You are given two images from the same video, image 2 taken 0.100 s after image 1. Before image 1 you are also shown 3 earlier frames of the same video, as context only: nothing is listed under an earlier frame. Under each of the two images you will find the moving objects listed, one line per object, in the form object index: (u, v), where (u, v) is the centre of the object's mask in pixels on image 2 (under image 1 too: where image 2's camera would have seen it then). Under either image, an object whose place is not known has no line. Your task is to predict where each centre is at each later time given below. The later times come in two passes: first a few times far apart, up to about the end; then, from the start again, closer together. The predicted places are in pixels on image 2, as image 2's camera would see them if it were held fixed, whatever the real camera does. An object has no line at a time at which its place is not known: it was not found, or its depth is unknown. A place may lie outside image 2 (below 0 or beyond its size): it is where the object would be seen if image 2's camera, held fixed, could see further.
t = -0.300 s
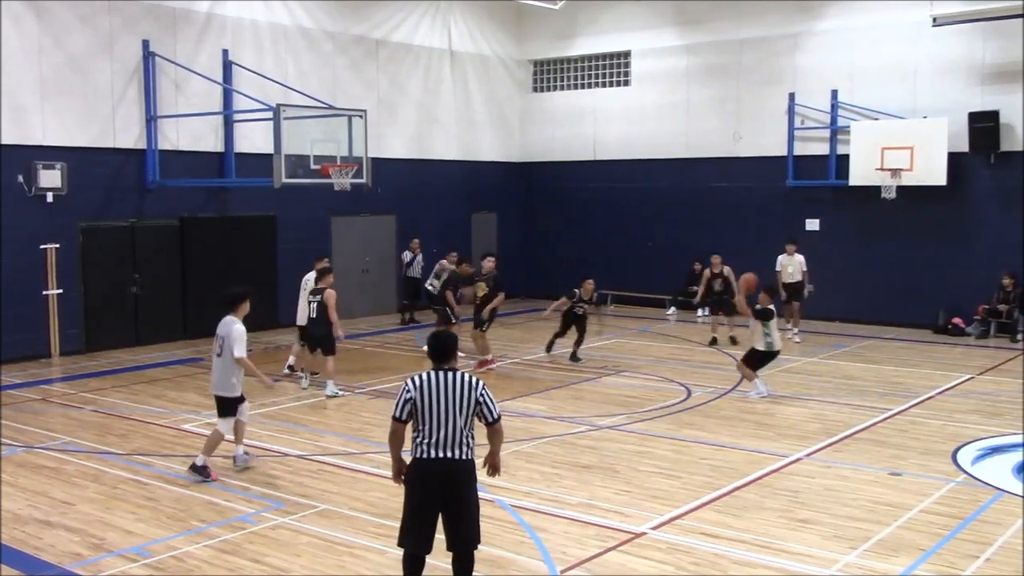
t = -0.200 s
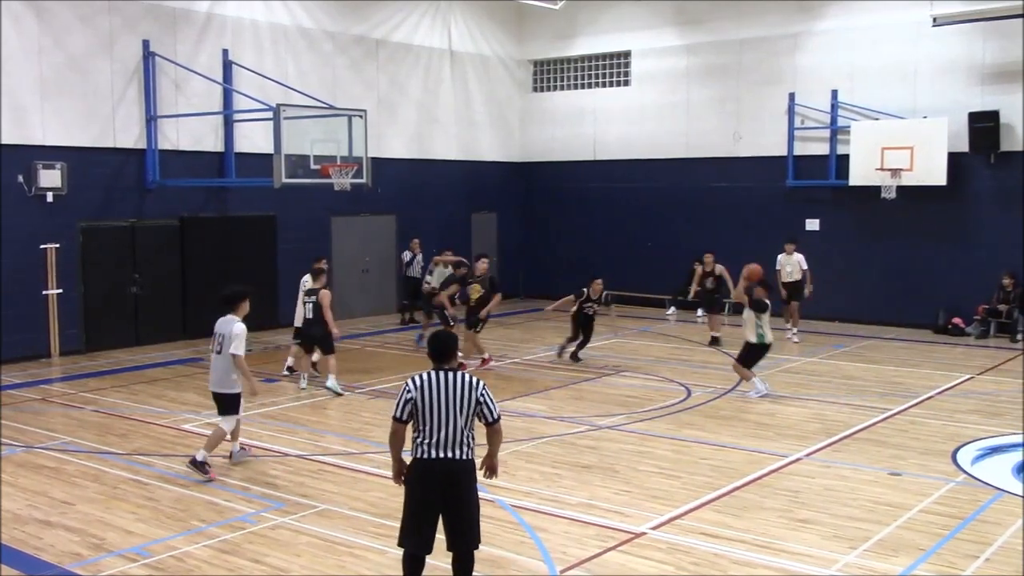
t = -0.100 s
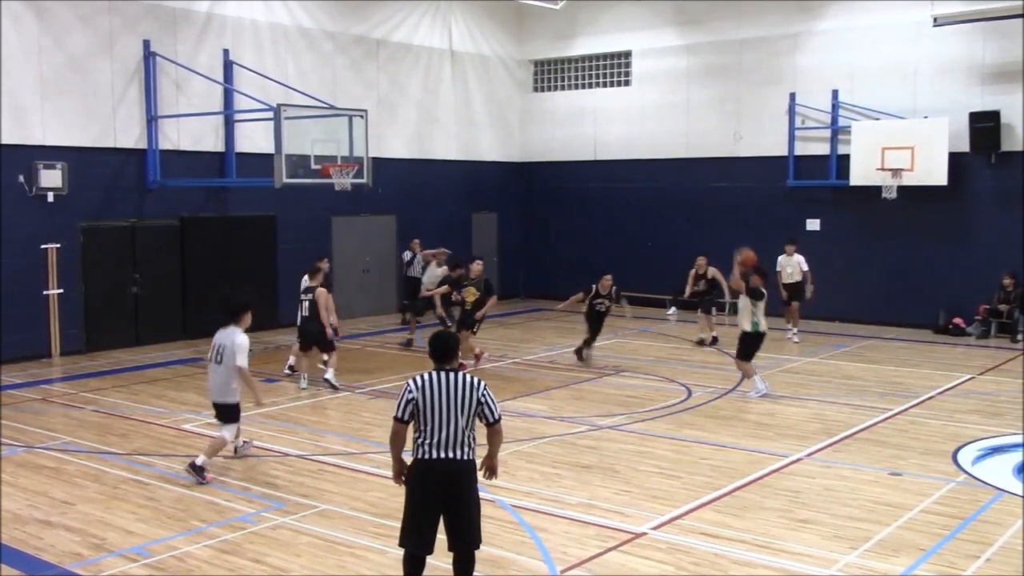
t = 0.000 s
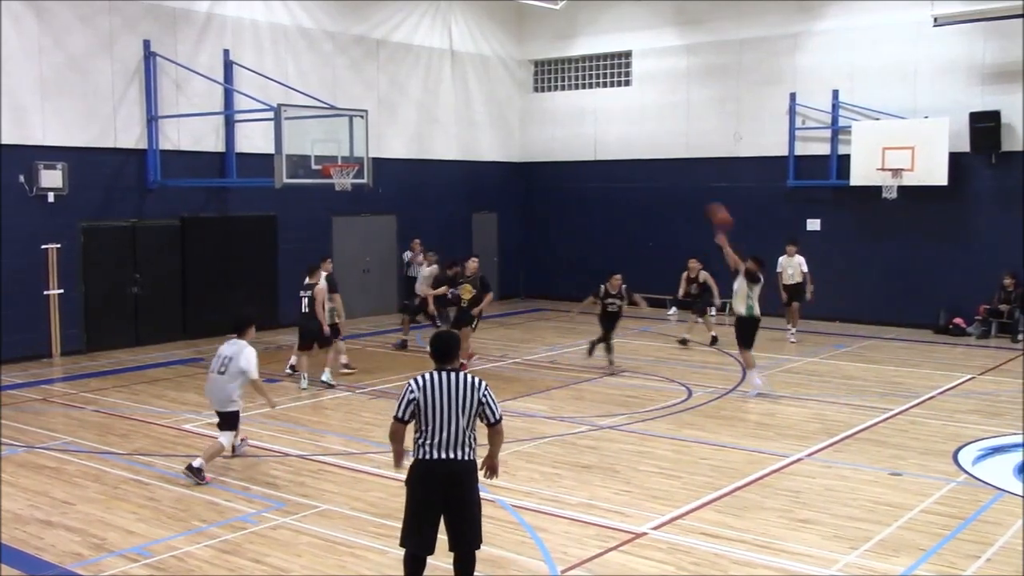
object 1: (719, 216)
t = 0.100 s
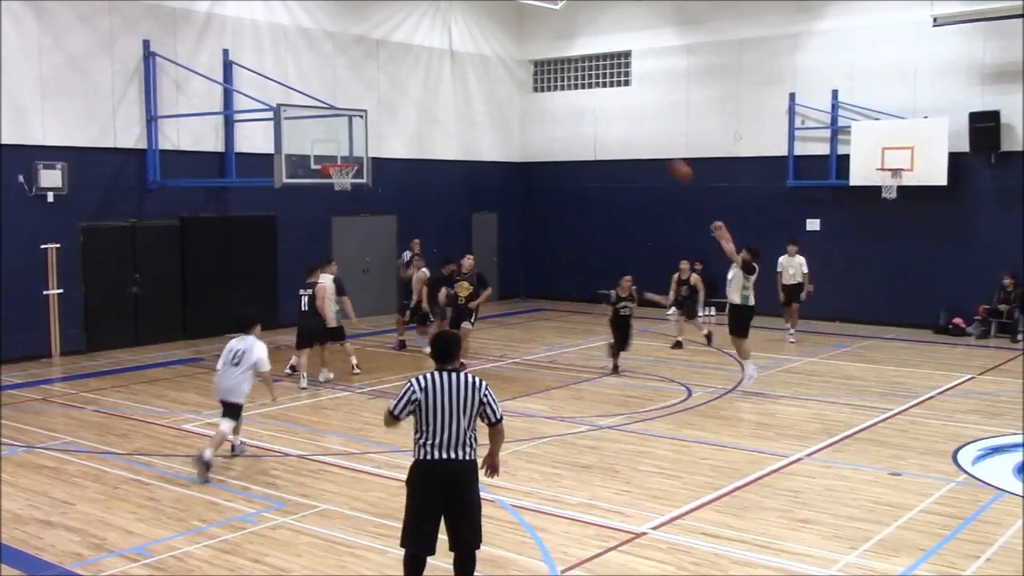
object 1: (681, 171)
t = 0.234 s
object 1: (630, 125)
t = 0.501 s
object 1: (536, 74)
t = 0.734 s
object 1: (462, 74)
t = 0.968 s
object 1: (395, 108)
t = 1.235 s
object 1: (338, 159)
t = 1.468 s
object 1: (380, 141)
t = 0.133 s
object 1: (668, 158)
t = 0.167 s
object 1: (654, 146)
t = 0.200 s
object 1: (641, 135)
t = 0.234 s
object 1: (630, 125)
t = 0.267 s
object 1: (618, 116)
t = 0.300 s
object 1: (605, 107)
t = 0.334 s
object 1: (593, 100)
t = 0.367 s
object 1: (582, 94)
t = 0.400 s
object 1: (569, 85)
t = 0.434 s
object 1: (558, 82)
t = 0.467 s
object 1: (546, 77)
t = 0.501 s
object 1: (536, 74)
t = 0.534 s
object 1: (526, 71)
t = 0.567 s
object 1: (513, 71)
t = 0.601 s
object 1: (503, 70)
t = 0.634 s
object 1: (492, 70)
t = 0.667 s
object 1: (482, 71)
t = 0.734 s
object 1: (462, 74)
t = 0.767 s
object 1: (452, 77)
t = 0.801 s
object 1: (442, 80)
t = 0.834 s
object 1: (432, 85)
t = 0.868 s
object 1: (424, 89)
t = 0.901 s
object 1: (414, 95)
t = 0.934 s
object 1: (405, 101)
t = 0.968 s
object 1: (395, 108)
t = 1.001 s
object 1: (387, 116)
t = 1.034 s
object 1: (378, 124)
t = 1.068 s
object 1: (369, 133)
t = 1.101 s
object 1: (361, 141)
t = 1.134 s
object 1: (353, 150)
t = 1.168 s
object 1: (343, 159)
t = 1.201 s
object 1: (338, 160)
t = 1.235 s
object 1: (338, 159)
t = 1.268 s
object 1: (343, 155)
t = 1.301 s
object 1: (349, 151)
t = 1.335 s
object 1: (355, 148)
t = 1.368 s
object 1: (362, 146)
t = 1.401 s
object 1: (368, 143)
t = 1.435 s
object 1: (374, 142)
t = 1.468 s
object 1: (380, 141)
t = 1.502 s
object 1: (386, 141)
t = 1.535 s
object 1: (392, 141)
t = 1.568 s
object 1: (399, 143)
